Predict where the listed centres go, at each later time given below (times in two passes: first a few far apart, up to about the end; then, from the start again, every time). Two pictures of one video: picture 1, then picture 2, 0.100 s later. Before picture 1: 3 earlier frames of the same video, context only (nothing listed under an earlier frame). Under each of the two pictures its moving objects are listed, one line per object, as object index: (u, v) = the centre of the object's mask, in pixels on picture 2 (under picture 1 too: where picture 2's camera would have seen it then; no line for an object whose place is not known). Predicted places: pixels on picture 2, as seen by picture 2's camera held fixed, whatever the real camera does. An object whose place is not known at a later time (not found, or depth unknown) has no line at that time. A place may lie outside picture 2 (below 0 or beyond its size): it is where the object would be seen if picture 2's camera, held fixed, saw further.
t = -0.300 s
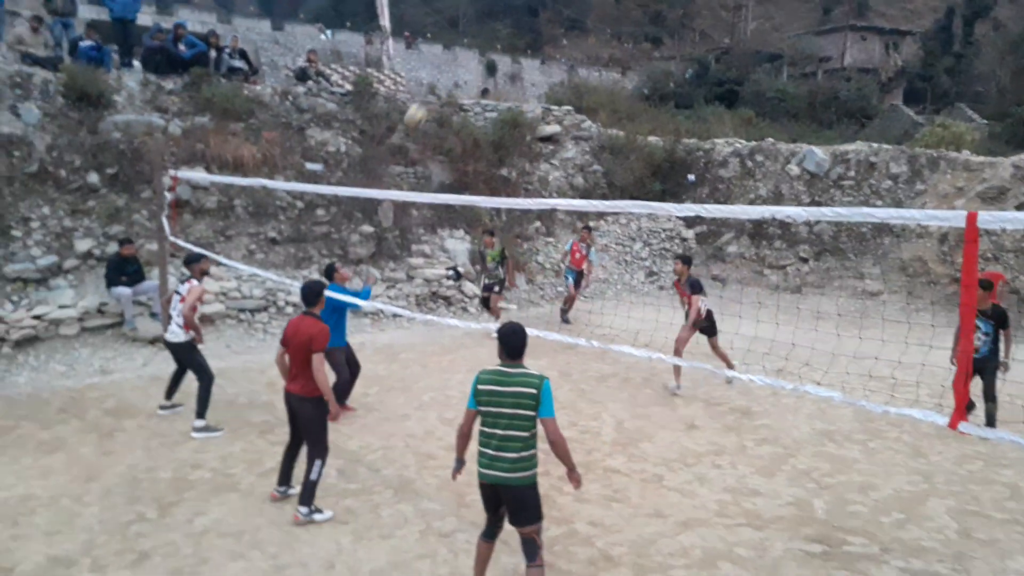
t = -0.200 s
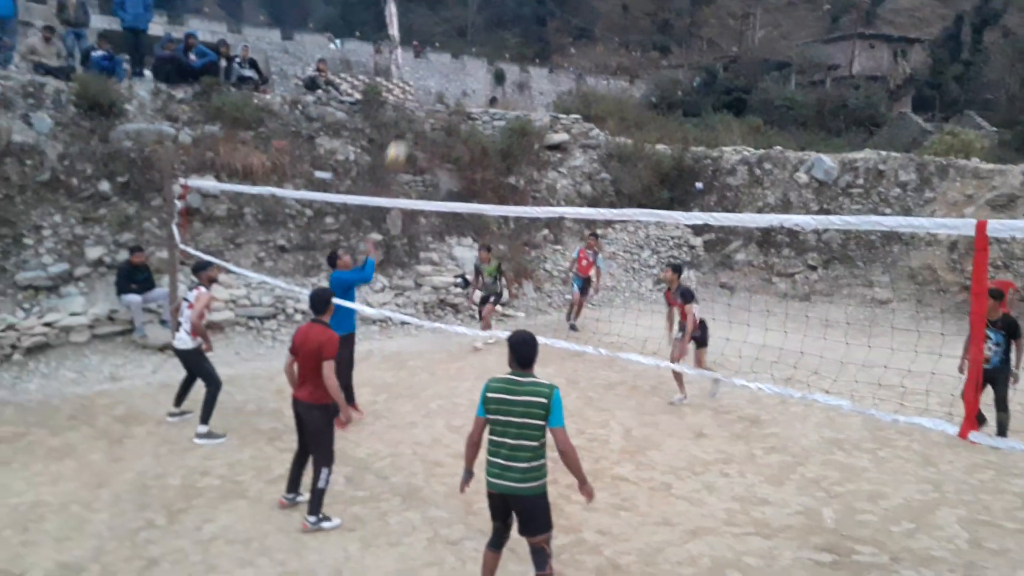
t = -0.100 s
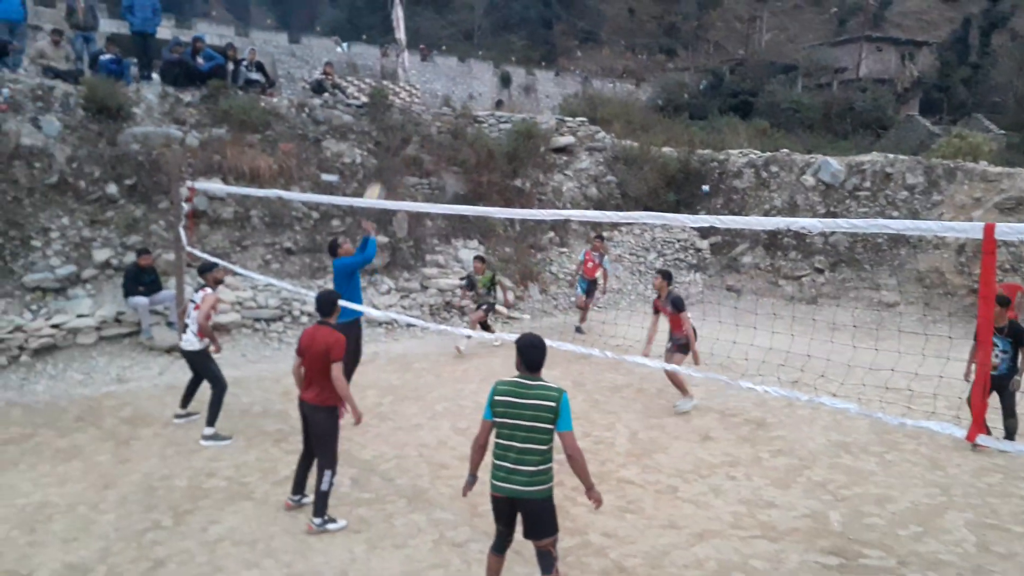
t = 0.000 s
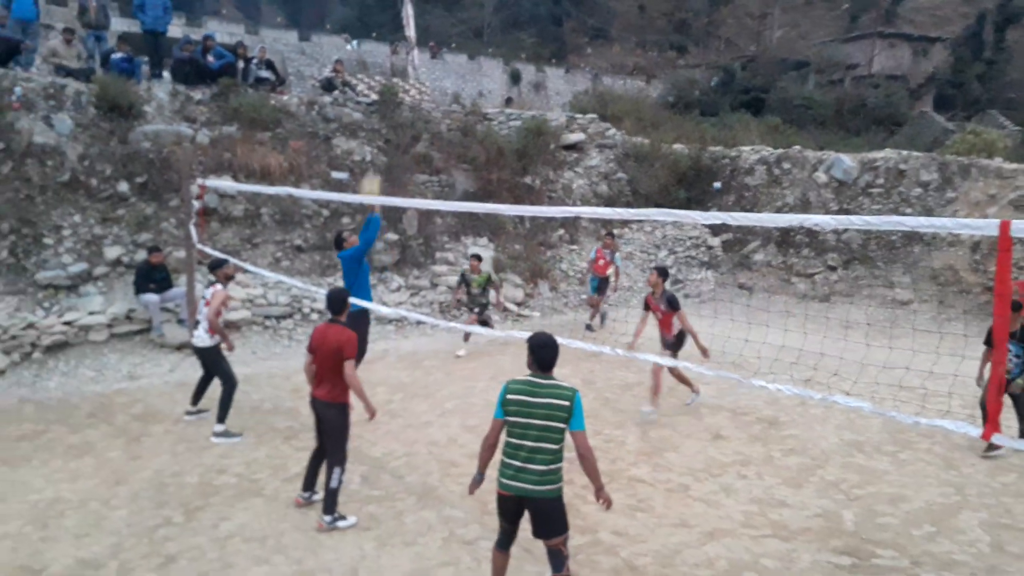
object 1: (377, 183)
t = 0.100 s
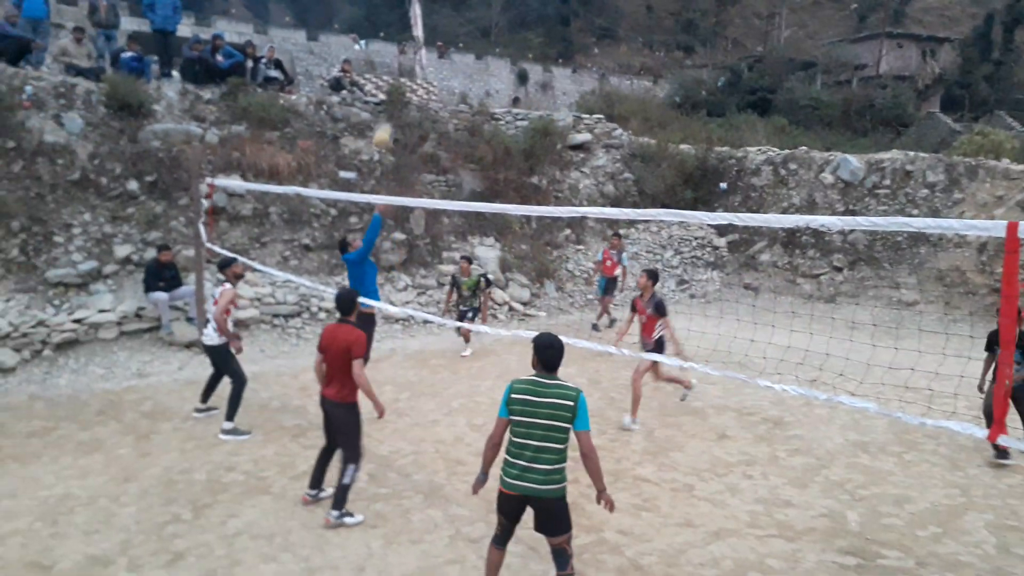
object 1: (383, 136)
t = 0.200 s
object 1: (388, 95)
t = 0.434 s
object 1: (400, 33)
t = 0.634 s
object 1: (412, 23)
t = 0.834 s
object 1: (426, 56)
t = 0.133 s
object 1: (384, 124)
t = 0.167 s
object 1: (387, 110)
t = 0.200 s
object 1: (388, 95)
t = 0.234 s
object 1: (390, 83)
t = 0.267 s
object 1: (391, 72)
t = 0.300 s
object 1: (391, 62)
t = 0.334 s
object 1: (395, 53)
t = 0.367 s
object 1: (396, 45)
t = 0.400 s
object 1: (398, 39)
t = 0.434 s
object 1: (400, 33)
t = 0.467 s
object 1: (402, 30)
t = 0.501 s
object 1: (404, 26)
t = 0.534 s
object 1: (406, 23)
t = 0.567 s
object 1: (408, 22)
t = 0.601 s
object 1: (410, 22)
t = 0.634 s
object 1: (412, 23)
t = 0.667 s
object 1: (415, 27)
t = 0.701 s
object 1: (417, 30)
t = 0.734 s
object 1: (419, 33)
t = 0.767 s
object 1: (421, 40)
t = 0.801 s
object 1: (423, 48)
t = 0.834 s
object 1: (426, 56)
